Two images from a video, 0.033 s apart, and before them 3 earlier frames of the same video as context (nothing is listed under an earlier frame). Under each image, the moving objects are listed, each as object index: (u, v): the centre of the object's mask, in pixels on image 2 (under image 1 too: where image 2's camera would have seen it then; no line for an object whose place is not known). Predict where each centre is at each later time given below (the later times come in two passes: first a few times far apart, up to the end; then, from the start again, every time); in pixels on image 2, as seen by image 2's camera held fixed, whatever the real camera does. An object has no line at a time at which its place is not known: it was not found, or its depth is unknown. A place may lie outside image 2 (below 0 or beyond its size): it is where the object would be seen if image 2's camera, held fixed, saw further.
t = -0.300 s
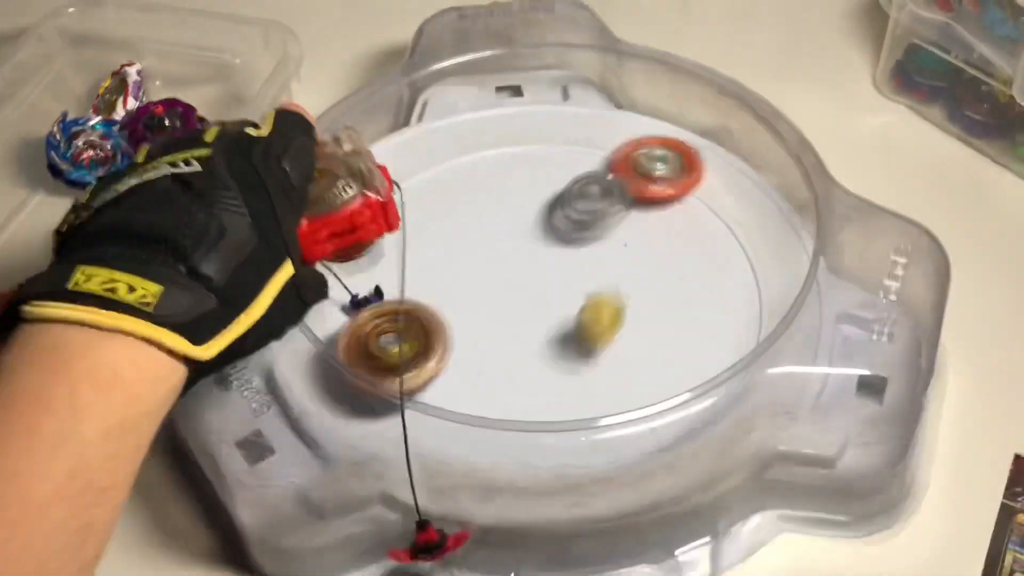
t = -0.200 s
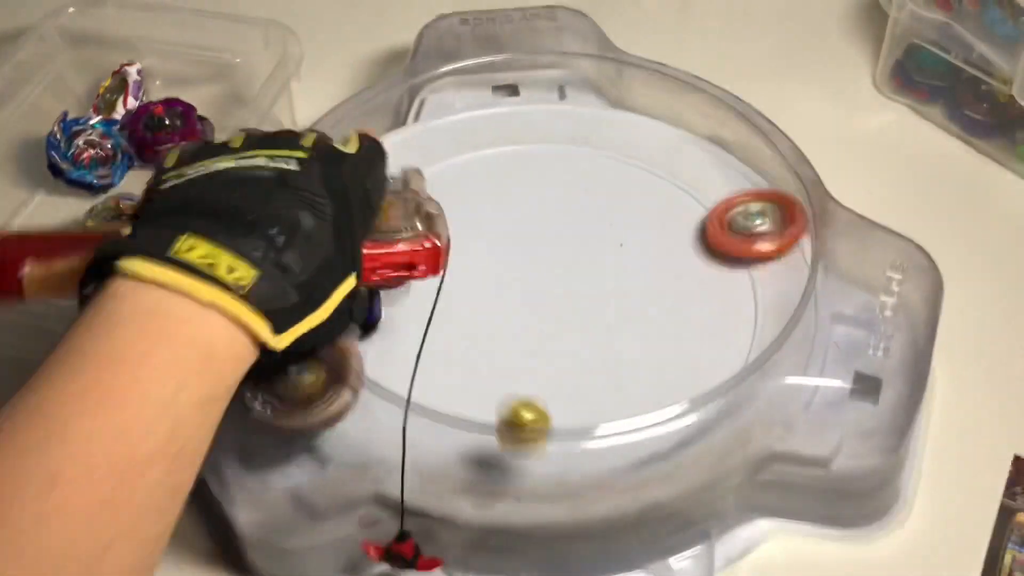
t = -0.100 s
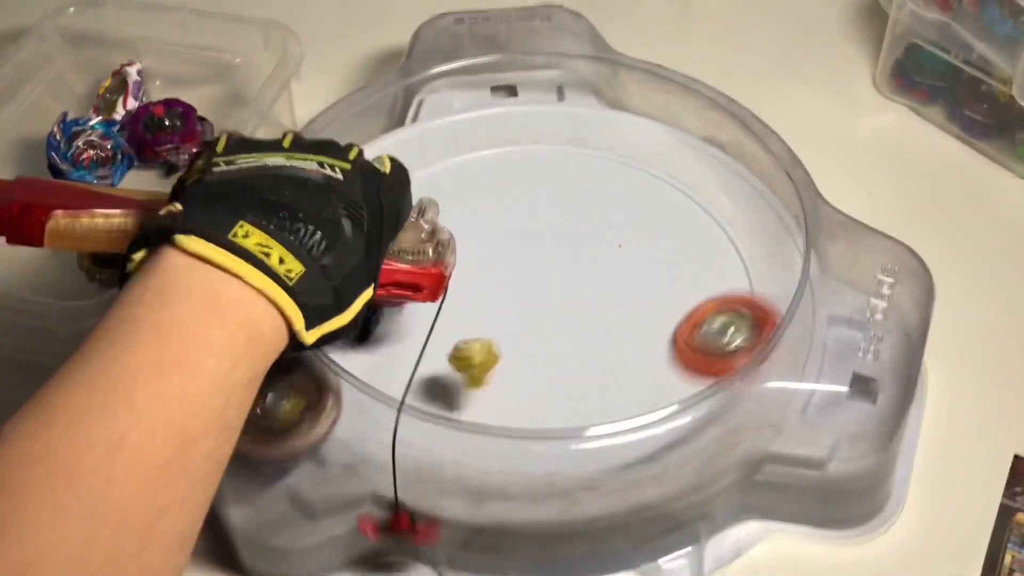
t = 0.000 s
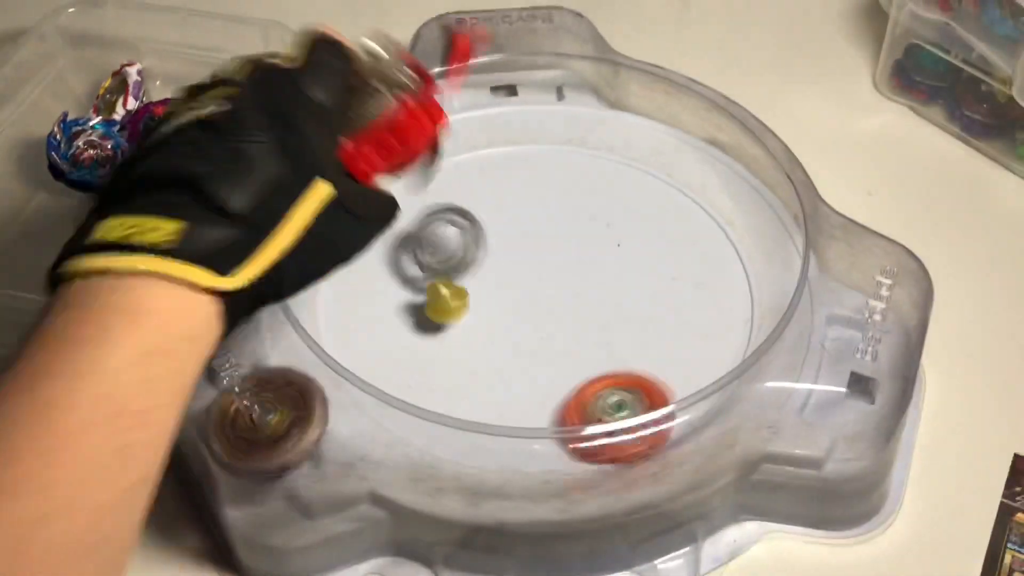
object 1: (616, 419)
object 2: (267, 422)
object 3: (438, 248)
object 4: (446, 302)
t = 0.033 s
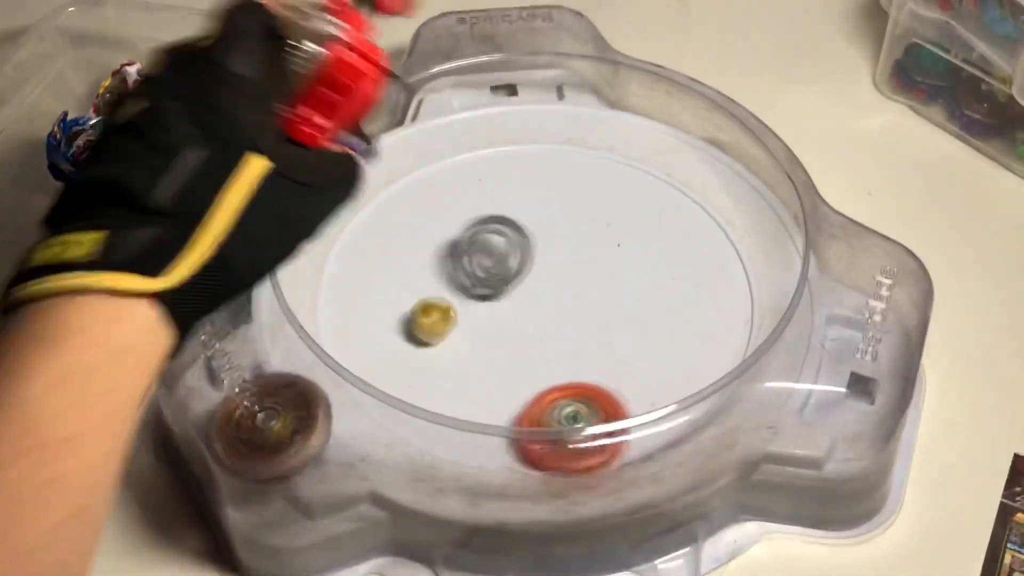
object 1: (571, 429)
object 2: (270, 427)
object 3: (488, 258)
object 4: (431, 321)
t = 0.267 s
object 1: (385, 390)
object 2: (274, 440)
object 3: (737, 224)
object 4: (415, 274)
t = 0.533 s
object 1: (432, 240)
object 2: (280, 439)
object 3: (535, 273)
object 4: (573, 131)
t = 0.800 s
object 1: (521, 206)
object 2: (278, 442)
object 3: (670, 374)
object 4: (666, 156)
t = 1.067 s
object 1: (802, 289)
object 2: (281, 439)
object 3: (458, 352)
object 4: (577, 304)
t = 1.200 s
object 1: (823, 304)
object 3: (393, 324)
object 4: (501, 359)
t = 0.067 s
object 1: (527, 434)
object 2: (271, 430)
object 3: (539, 274)
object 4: (413, 323)
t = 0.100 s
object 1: (490, 435)
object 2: (273, 441)
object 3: (583, 255)
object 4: (402, 328)
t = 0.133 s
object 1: (453, 434)
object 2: (276, 441)
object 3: (633, 235)
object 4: (390, 348)
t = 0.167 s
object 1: (426, 425)
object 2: (275, 435)
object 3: (690, 224)
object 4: (389, 349)
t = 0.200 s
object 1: (407, 413)
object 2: (278, 432)
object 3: (746, 222)
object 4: (393, 351)
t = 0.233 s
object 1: (390, 404)
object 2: (272, 437)
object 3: (754, 224)
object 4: (401, 320)
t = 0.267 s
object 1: (385, 390)
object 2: (274, 440)
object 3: (737, 224)
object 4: (415, 274)
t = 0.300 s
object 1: (385, 373)
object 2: (278, 441)
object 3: (722, 235)
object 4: (432, 238)
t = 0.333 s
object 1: (386, 353)
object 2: (280, 439)
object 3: (700, 241)
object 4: (449, 206)
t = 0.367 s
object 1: (387, 335)
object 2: (282, 438)
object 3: (675, 241)
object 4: (468, 174)
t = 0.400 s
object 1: (394, 320)
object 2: (280, 440)
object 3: (649, 251)
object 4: (488, 149)
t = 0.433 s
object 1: (406, 305)
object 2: (279, 441)
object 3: (618, 257)
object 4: (509, 134)
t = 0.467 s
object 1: (422, 295)
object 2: (278, 441)
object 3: (579, 256)
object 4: (531, 131)
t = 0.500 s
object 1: (442, 286)
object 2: (278, 440)
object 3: (541, 263)
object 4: (553, 132)
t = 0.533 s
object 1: (432, 240)
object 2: (280, 439)
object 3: (535, 273)
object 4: (573, 131)
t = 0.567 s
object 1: (391, 156)
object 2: (283, 439)
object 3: (556, 296)
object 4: (593, 129)
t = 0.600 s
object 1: (381, 133)
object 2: (282, 441)
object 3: (591, 326)
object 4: (609, 131)
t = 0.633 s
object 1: (400, 153)
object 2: (277, 437)
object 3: (623, 368)
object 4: (626, 133)
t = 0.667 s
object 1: (419, 144)
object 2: (275, 434)
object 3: (651, 381)
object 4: (640, 136)
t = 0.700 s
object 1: (441, 147)
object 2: (277, 433)
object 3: (670, 397)
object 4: (652, 137)
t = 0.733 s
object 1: (471, 163)
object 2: (278, 433)
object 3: (681, 369)
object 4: (660, 141)
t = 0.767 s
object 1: (495, 191)
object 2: (278, 437)
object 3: (683, 362)
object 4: (664, 147)
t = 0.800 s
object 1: (521, 206)
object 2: (278, 442)
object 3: (670, 374)
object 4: (666, 156)
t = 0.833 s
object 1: (550, 234)
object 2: (276, 442)
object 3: (665, 383)
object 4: (667, 164)
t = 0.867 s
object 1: (581, 266)
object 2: (275, 441)
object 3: (647, 366)
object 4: (665, 176)
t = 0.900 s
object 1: (615, 283)
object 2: (274, 441)
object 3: (620, 353)
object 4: (653, 197)
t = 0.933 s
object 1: (656, 291)
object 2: (276, 443)
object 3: (591, 355)
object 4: (642, 221)
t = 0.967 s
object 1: (698, 293)
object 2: (277, 442)
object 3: (559, 352)
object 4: (628, 242)
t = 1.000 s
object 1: (736, 298)
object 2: (279, 438)
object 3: (523, 355)
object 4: (611, 266)
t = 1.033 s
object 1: (773, 298)
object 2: (280, 438)
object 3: (490, 353)
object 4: (593, 285)
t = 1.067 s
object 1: (802, 289)
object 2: (281, 439)
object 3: (458, 352)
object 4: (577, 304)
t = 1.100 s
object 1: (821, 289)
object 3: (433, 342)
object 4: (556, 323)
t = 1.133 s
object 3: (411, 339)
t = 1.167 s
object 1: (827, 298)
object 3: (396, 335)
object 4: (518, 351)
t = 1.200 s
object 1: (823, 304)
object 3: (393, 324)
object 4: (501, 359)
